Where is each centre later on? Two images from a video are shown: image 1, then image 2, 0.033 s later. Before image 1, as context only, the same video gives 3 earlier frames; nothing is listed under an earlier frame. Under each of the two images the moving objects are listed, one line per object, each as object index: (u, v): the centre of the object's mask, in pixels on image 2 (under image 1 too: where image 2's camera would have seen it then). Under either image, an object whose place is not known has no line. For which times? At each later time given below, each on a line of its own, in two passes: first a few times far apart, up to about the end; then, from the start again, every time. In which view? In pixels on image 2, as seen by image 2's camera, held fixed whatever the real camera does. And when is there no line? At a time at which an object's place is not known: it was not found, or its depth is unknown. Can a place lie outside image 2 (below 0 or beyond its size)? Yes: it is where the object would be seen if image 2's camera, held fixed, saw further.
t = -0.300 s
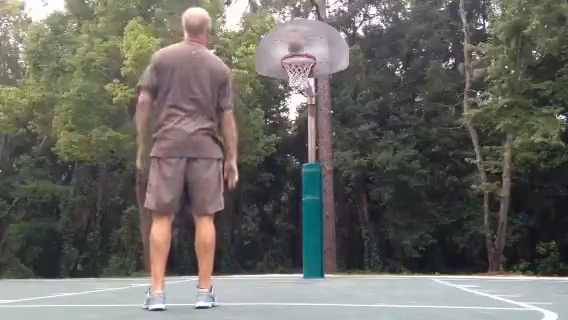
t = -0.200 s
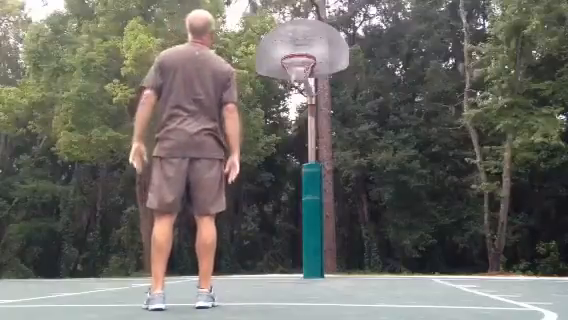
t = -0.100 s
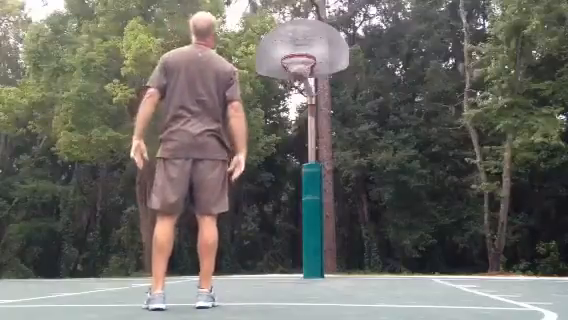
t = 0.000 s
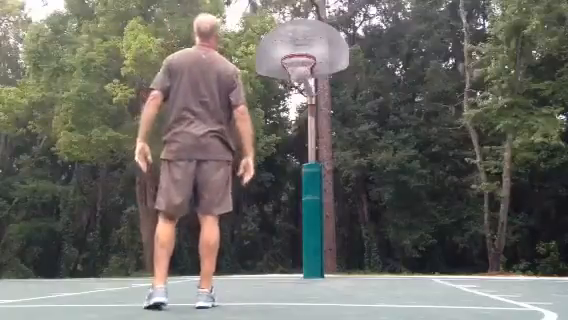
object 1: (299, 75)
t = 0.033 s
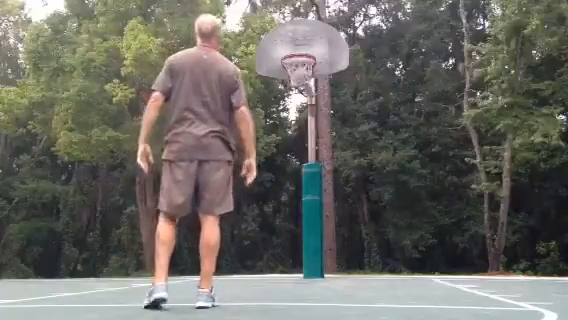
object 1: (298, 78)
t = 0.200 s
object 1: (298, 99)
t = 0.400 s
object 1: (296, 147)
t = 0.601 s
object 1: (293, 233)
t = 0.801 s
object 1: (287, 226)
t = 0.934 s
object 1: (282, 188)
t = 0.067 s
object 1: (298, 82)
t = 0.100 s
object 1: (298, 85)
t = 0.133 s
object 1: (300, 87)
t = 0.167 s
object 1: (302, 90)
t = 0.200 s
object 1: (298, 99)
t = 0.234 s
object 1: (298, 102)
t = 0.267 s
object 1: (298, 111)
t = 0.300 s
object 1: (296, 120)
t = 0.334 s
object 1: (297, 126)
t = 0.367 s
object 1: (296, 136)
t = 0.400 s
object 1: (296, 147)
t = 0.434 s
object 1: (295, 158)
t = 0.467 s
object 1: (295, 171)
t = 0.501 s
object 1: (293, 183)
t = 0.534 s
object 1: (293, 200)
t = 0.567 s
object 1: (293, 216)
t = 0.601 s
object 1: (293, 233)
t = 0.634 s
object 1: (292, 250)
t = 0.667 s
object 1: (292, 269)
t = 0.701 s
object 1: (291, 261)
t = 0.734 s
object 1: (290, 249)
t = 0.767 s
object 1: (288, 237)
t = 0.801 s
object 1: (287, 226)
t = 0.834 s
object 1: (285, 214)
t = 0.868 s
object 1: (285, 204)
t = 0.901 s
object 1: (283, 195)
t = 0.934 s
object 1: (282, 188)
